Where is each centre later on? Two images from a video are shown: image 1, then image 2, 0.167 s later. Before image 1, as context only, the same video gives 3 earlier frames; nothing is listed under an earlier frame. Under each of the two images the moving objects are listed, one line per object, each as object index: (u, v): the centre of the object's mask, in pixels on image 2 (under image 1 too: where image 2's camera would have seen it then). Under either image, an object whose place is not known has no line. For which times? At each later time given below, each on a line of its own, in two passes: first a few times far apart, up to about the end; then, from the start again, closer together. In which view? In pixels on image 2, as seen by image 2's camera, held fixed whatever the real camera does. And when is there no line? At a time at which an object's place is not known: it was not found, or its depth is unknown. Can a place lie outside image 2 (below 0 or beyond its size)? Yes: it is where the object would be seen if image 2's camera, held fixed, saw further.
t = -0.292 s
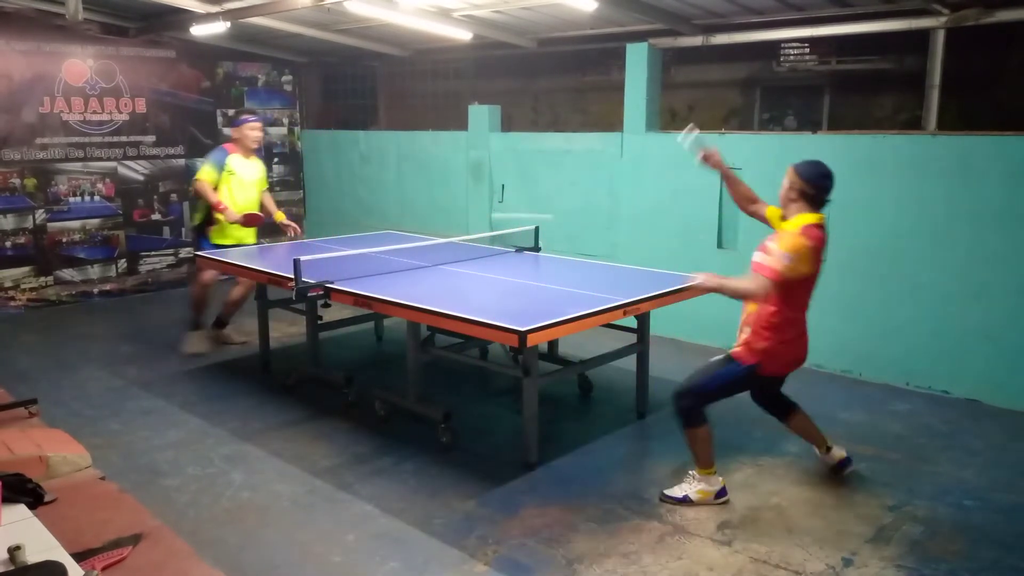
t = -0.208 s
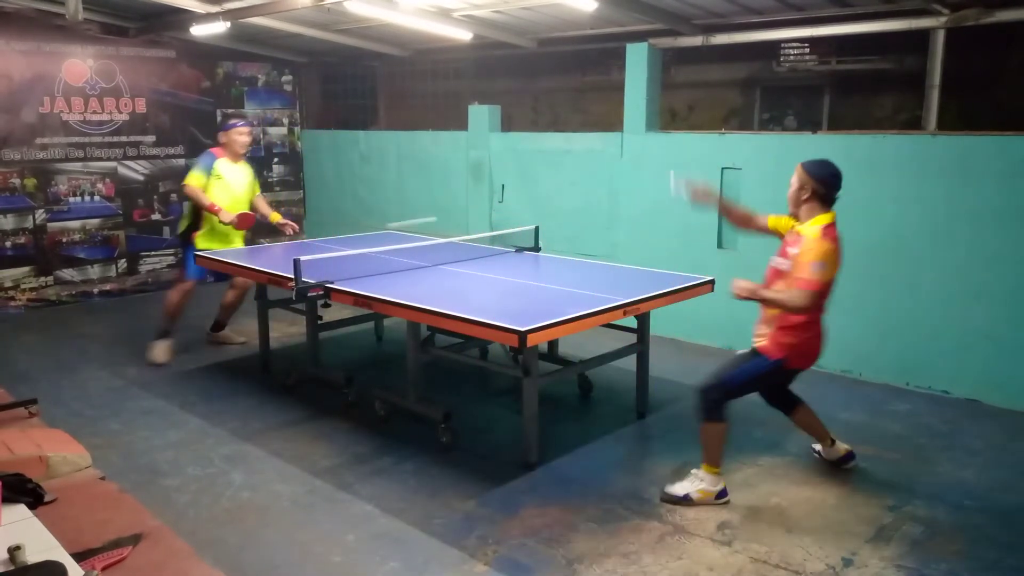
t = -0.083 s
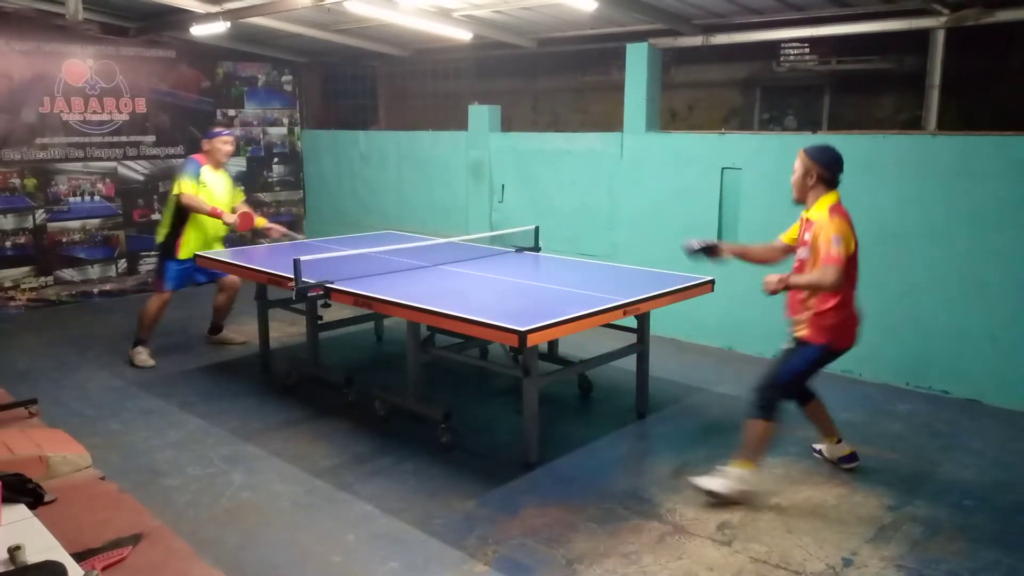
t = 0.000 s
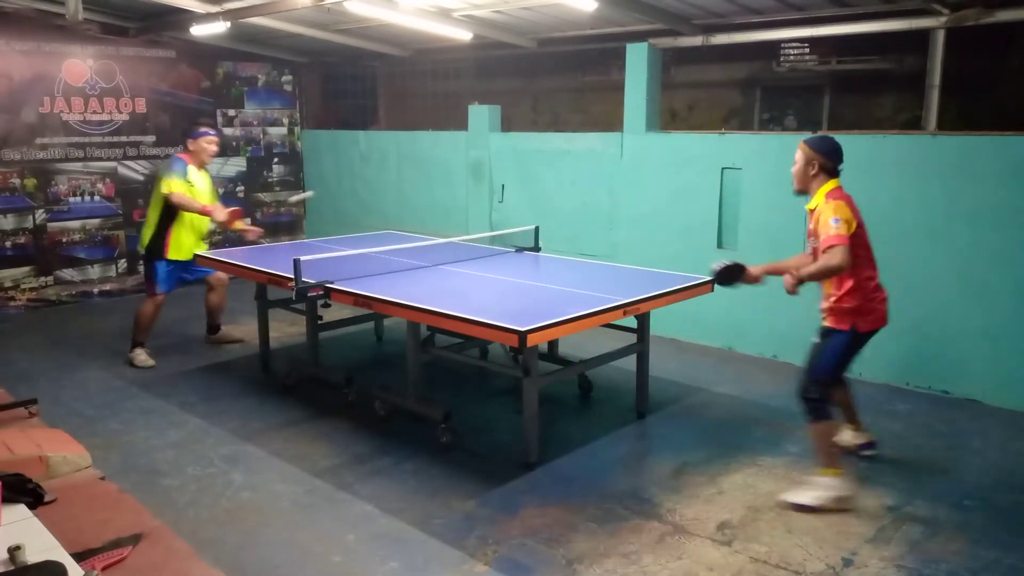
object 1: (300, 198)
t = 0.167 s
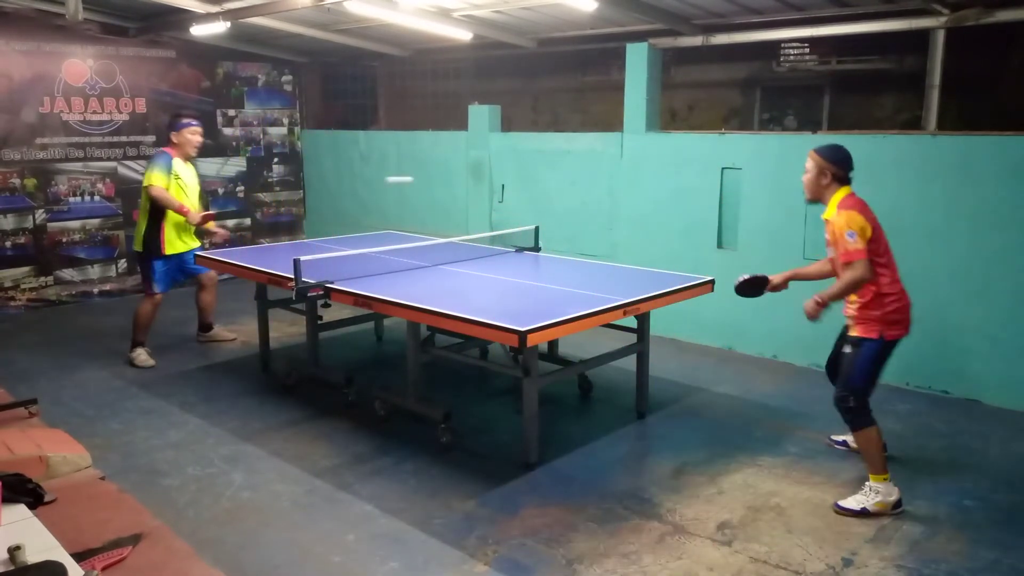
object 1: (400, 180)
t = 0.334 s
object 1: (500, 197)
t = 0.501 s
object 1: (604, 250)
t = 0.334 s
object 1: (500, 197)
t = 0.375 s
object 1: (527, 206)
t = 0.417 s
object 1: (552, 219)
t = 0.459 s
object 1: (578, 233)
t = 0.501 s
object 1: (604, 250)
